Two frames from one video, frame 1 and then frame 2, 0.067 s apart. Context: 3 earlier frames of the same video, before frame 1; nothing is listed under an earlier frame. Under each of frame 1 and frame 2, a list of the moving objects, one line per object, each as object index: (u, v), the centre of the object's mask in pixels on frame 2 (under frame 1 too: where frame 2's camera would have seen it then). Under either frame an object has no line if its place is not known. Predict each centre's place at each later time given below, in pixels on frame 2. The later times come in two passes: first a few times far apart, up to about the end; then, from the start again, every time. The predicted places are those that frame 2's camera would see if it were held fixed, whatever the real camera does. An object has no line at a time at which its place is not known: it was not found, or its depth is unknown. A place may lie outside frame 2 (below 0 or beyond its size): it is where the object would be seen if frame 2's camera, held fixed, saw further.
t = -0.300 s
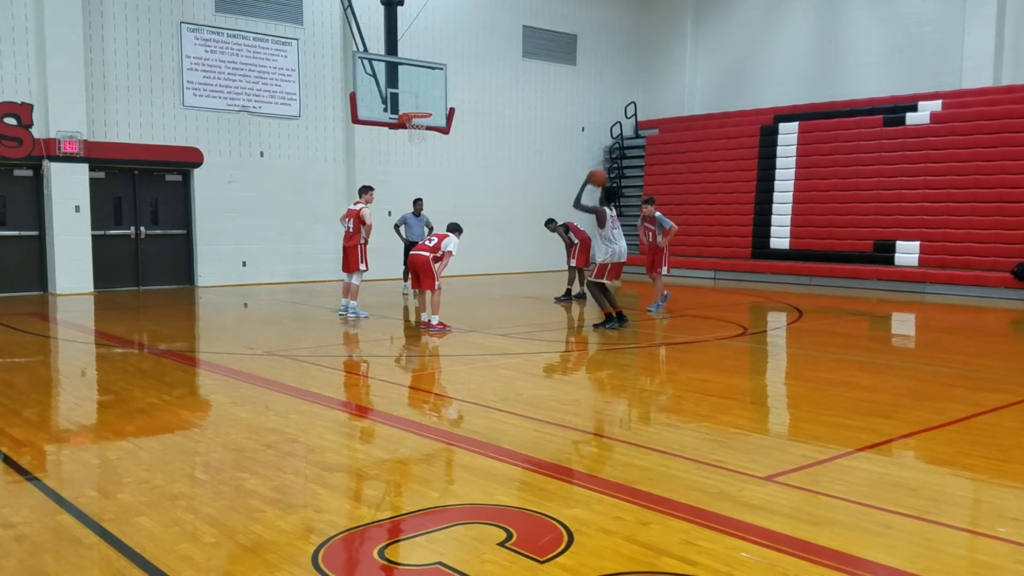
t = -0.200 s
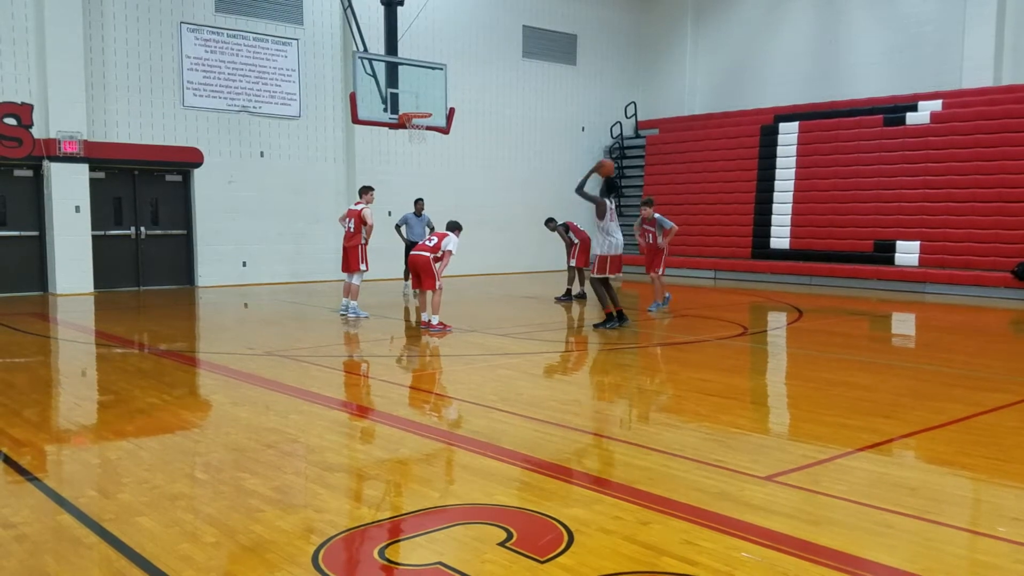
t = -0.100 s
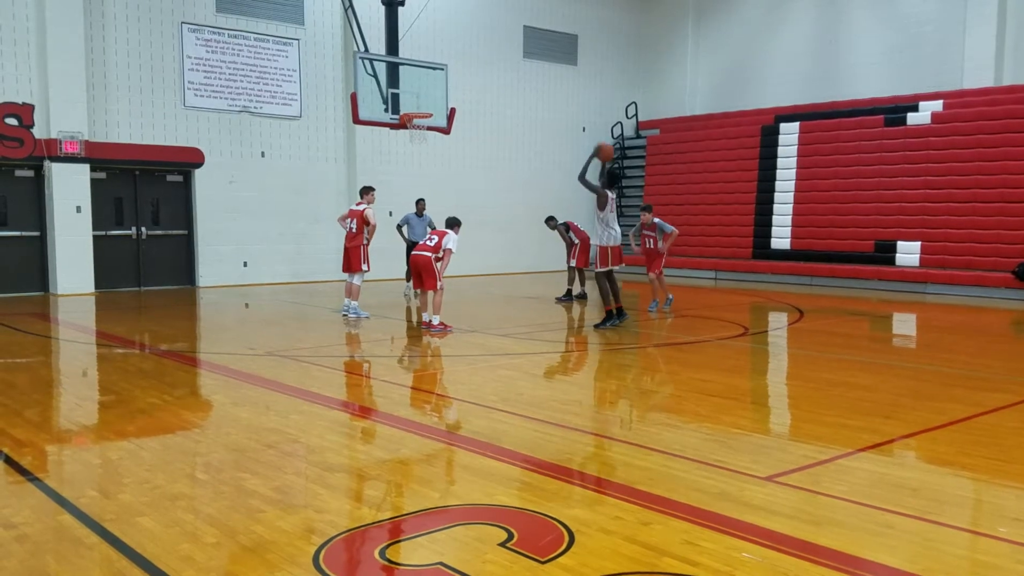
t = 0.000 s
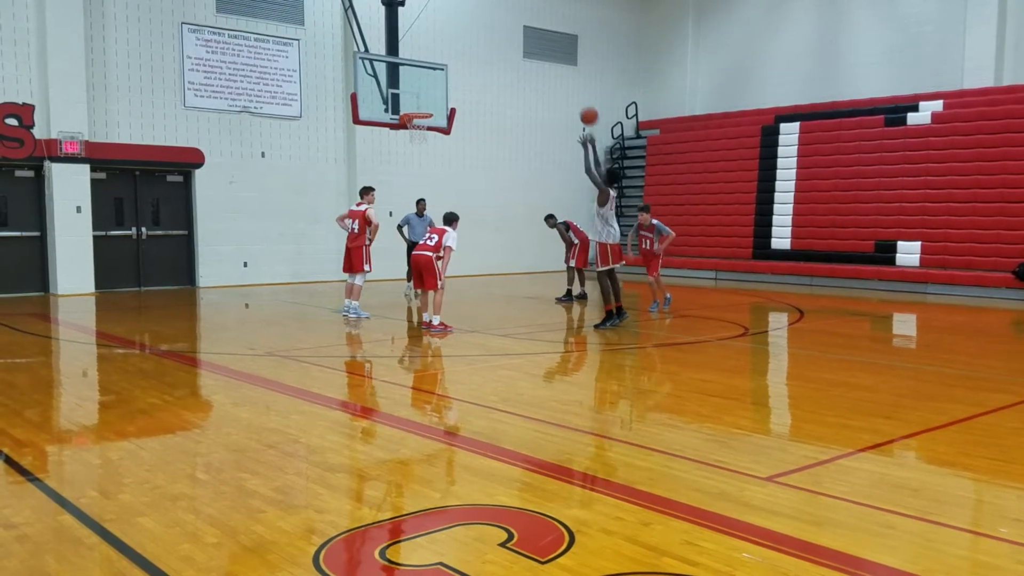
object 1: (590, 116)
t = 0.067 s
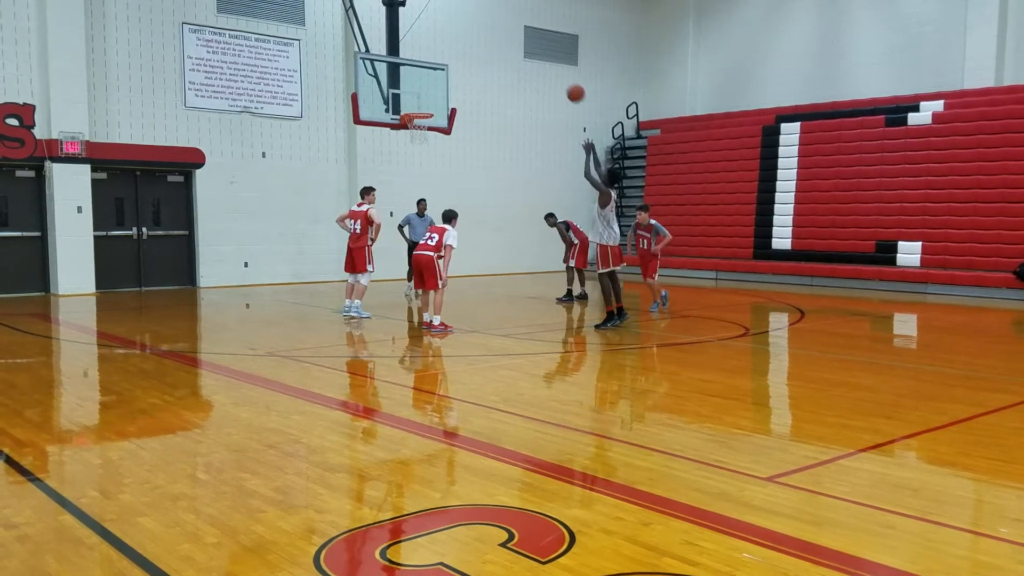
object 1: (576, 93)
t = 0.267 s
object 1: (536, 46)
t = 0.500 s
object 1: (493, 32)
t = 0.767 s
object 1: (450, 61)
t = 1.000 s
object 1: (418, 110)
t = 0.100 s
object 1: (569, 83)
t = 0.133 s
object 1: (562, 74)
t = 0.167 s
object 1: (555, 66)
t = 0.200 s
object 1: (549, 59)
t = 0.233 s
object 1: (543, 52)
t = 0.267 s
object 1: (536, 46)
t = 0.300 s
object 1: (529, 42)
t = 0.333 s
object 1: (523, 39)
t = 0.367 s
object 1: (517, 36)
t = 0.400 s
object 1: (511, 34)
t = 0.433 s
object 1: (505, 32)
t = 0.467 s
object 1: (499, 32)
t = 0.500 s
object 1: (493, 32)
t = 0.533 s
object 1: (488, 34)
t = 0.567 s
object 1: (482, 35)
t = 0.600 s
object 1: (476, 38)
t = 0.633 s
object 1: (471, 41)
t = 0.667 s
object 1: (465, 45)
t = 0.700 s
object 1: (460, 50)
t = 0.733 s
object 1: (455, 55)
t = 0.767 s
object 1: (450, 61)
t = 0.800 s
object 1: (445, 68)
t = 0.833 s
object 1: (440, 76)
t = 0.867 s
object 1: (435, 83)
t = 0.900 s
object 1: (430, 91)
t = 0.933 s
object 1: (425, 101)
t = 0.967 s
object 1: (421, 108)
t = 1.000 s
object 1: (418, 110)
